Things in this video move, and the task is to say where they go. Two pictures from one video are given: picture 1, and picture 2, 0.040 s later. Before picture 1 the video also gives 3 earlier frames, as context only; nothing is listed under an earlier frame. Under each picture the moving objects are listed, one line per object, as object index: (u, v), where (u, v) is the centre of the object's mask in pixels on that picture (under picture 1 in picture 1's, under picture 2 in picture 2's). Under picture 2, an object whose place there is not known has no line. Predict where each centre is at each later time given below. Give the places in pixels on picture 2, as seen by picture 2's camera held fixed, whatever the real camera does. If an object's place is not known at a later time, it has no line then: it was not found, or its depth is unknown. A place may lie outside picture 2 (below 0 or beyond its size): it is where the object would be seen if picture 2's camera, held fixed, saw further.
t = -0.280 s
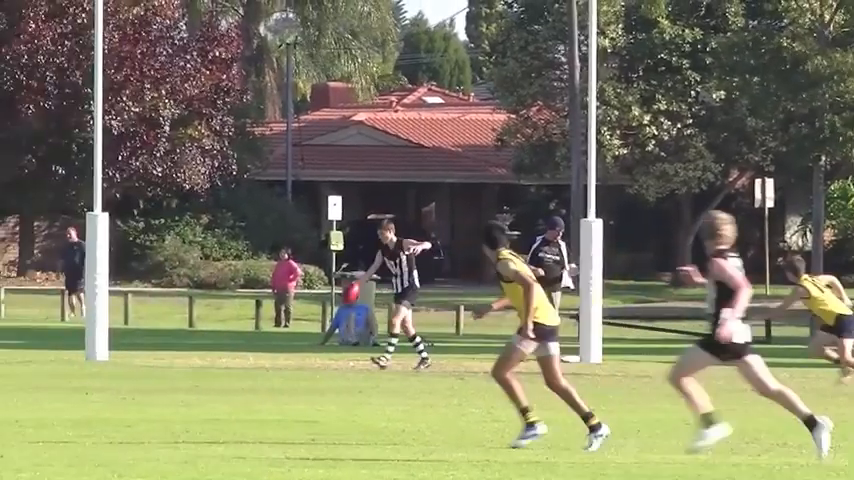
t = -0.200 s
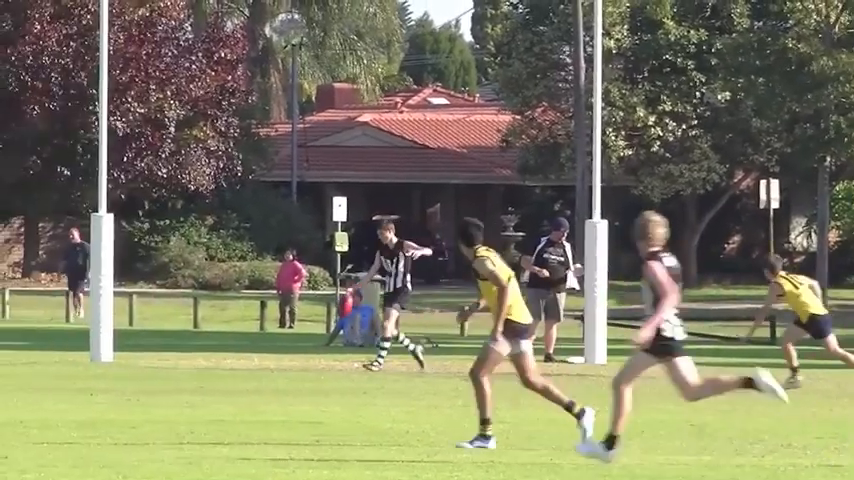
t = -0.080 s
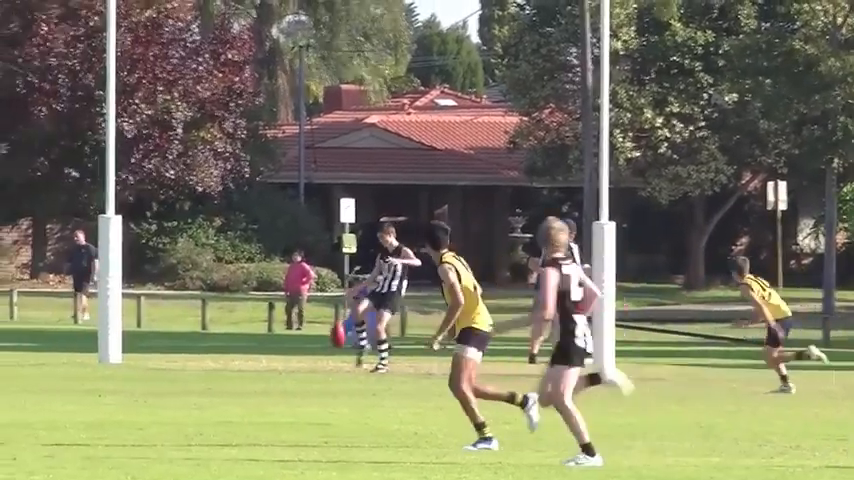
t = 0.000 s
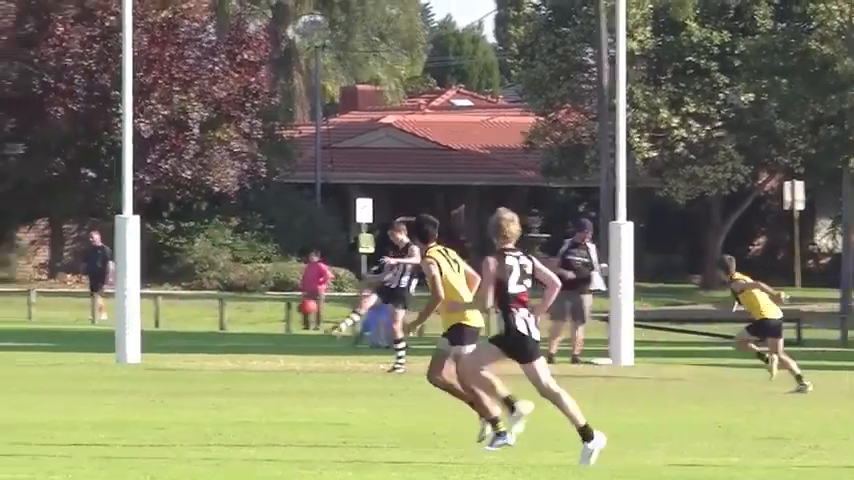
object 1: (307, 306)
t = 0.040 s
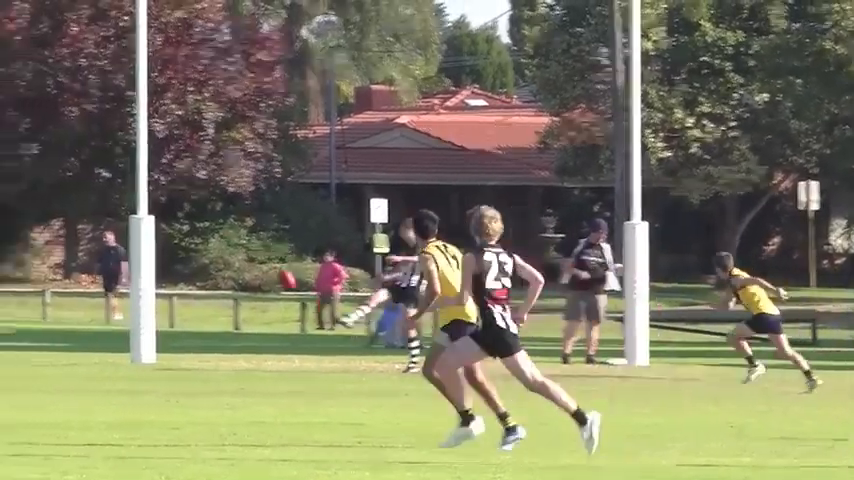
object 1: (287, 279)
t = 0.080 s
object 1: (256, 253)
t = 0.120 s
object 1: (224, 229)
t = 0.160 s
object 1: (191, 207)
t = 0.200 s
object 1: (159, 183)
